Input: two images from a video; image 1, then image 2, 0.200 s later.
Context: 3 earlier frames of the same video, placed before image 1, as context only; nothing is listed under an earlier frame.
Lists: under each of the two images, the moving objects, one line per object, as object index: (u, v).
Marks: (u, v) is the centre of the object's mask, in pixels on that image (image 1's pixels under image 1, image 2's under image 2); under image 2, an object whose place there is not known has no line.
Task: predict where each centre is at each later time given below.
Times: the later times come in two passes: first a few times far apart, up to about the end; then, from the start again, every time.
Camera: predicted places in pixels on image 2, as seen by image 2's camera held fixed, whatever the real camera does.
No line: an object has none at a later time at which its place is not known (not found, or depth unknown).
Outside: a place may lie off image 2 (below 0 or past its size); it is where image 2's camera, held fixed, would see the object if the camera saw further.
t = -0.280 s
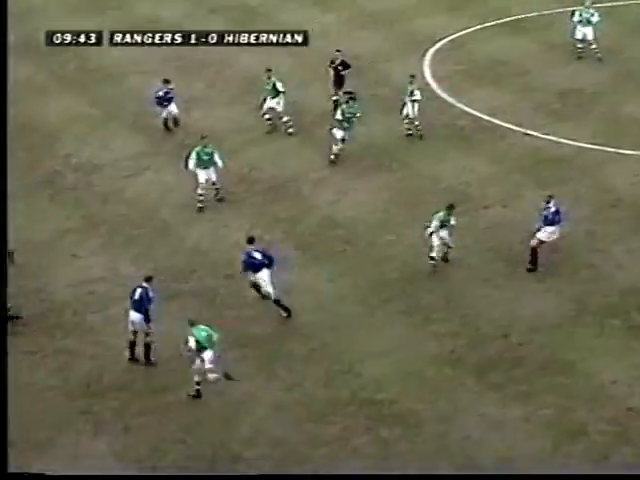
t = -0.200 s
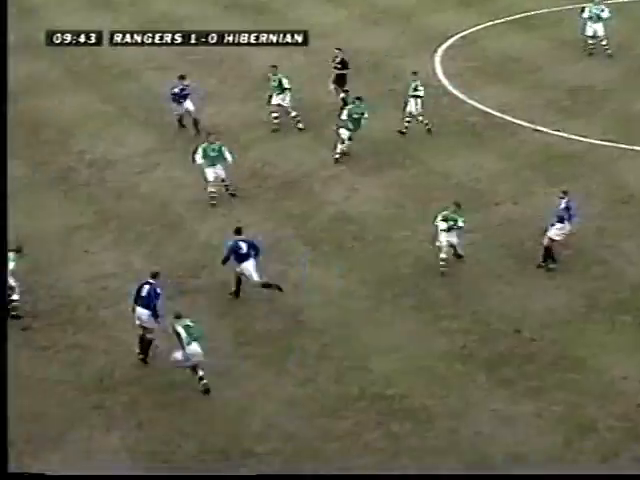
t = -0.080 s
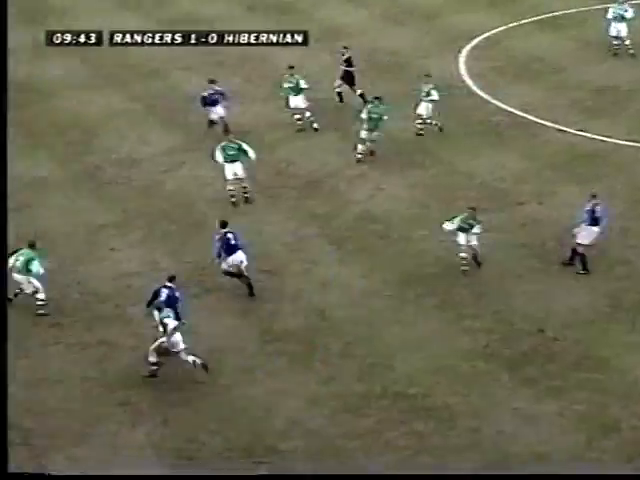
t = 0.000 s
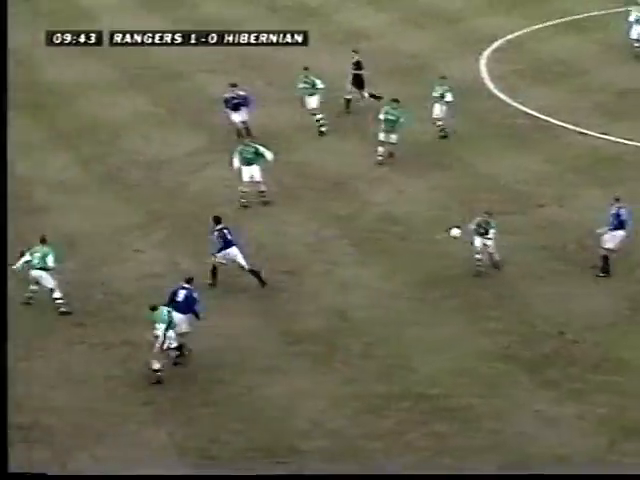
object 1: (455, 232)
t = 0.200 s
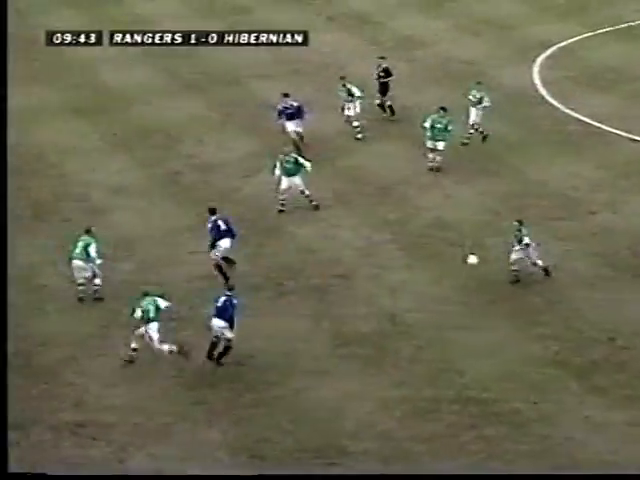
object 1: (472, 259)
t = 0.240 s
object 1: (464, 266)
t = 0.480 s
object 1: (417, 321)
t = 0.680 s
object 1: (376, 384)
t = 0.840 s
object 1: (345, 371)
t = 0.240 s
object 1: (464, 266)
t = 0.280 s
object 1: (457, 273)
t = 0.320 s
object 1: (450, 281)
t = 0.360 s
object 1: (442, 289)
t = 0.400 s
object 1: (433, 300)
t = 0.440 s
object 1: (426, 310)
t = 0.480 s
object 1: (417, 321)
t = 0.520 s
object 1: (408, 333)
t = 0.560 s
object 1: (400, 344)
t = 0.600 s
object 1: (391, 358)
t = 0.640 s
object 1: (384, 373)
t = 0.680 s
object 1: (376, 384)
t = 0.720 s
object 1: (368, 379)
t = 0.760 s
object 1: (360, 375)
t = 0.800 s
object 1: (352, 372)
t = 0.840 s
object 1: (345, 371)
